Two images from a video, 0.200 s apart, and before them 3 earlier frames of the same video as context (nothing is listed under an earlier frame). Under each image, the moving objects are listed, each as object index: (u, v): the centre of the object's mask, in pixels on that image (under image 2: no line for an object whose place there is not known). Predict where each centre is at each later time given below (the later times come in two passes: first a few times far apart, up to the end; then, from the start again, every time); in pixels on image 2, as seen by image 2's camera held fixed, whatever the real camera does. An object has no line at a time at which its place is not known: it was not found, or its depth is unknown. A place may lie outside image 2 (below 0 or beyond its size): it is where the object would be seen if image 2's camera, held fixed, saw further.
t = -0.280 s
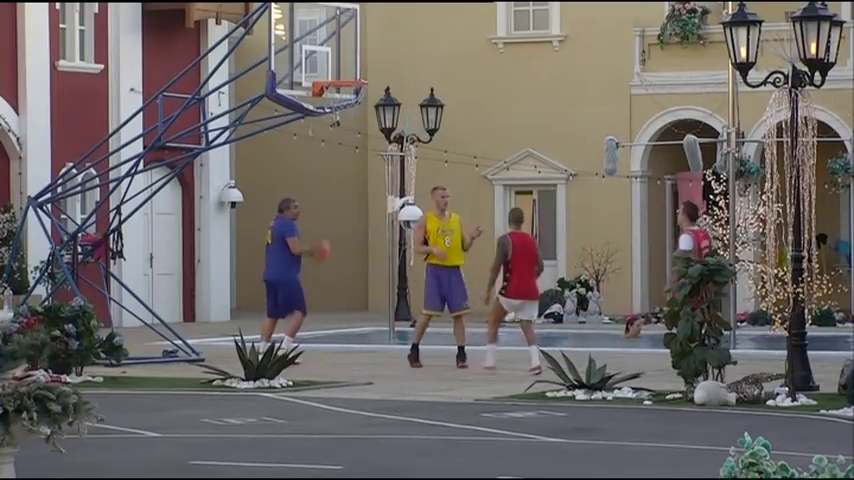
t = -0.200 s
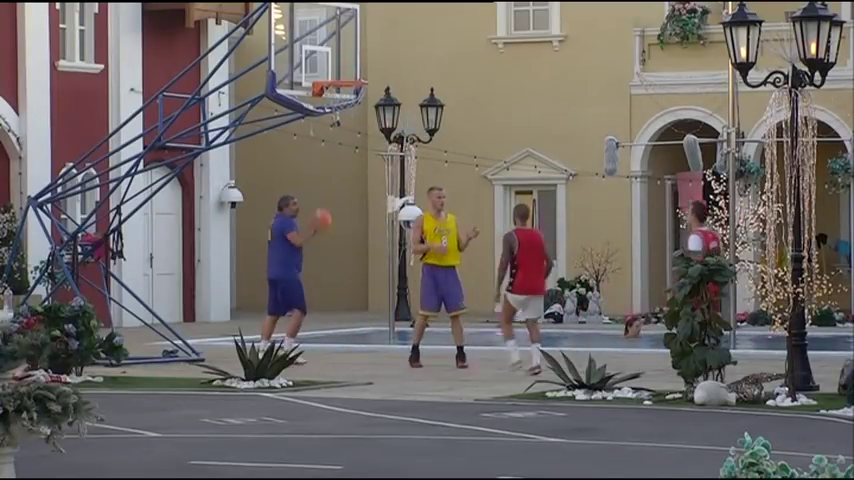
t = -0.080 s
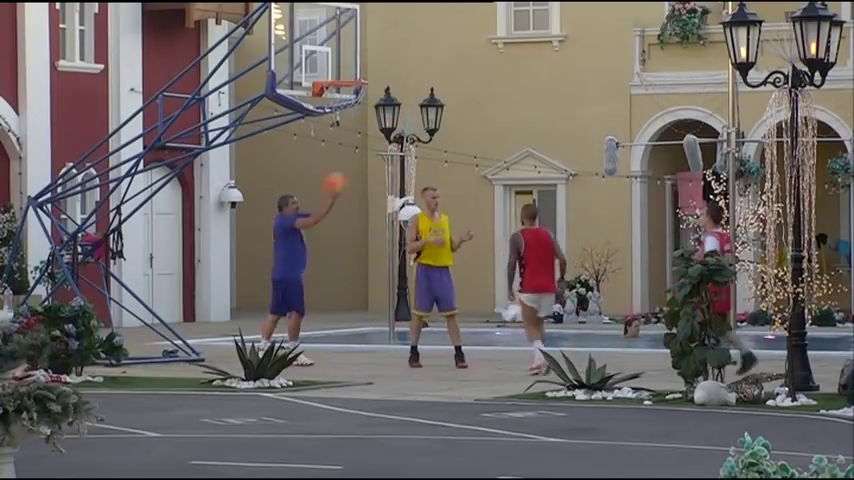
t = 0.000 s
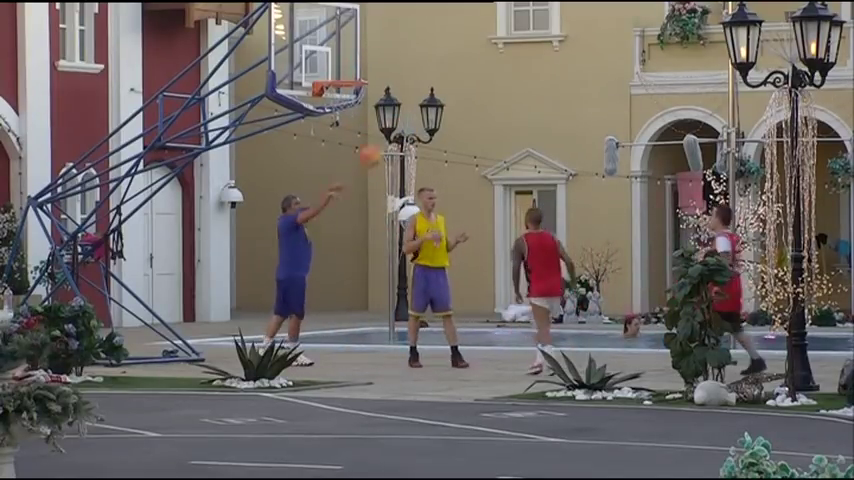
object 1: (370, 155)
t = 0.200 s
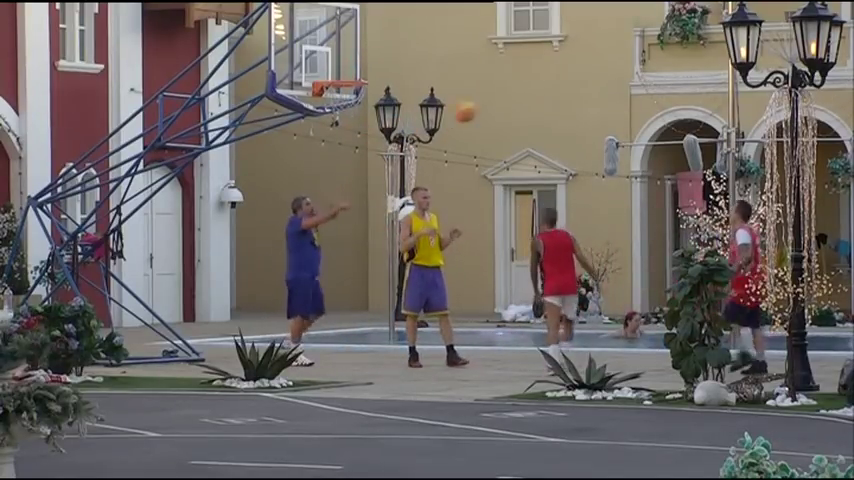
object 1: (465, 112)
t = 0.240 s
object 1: (483, 107)
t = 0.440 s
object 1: (579, 107)
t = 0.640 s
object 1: (675, 140)
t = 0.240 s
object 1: (483, 107)
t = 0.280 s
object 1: (503, 104)
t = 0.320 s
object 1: (521, 102)
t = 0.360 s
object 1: (540, 103)
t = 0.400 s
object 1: (559, 104)
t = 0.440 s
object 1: (579, 107)
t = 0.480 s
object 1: (598, 112)
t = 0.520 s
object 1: (618, 117)
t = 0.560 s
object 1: (637, 123)
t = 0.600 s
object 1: (659, 131)
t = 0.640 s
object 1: (675, 140)
